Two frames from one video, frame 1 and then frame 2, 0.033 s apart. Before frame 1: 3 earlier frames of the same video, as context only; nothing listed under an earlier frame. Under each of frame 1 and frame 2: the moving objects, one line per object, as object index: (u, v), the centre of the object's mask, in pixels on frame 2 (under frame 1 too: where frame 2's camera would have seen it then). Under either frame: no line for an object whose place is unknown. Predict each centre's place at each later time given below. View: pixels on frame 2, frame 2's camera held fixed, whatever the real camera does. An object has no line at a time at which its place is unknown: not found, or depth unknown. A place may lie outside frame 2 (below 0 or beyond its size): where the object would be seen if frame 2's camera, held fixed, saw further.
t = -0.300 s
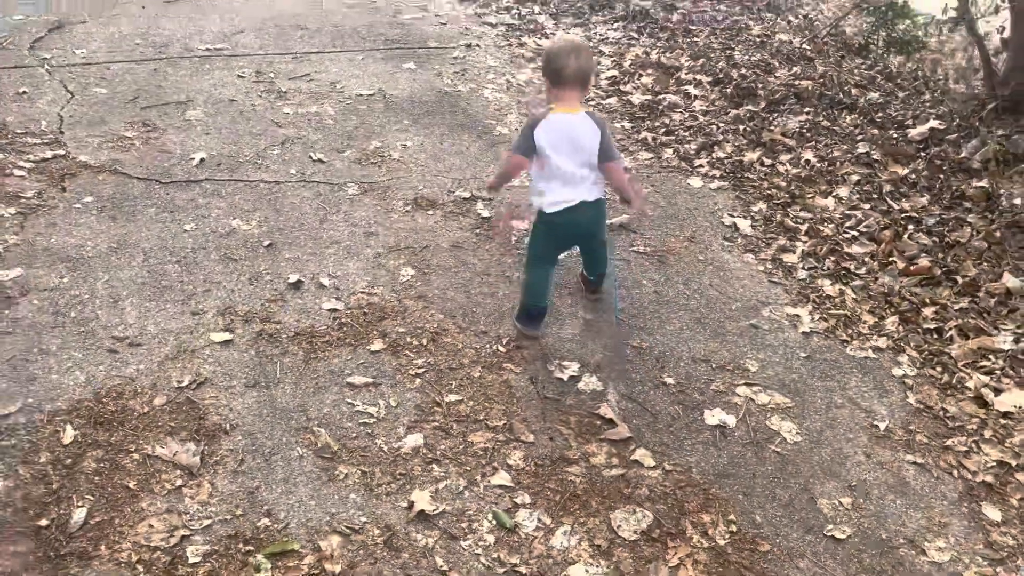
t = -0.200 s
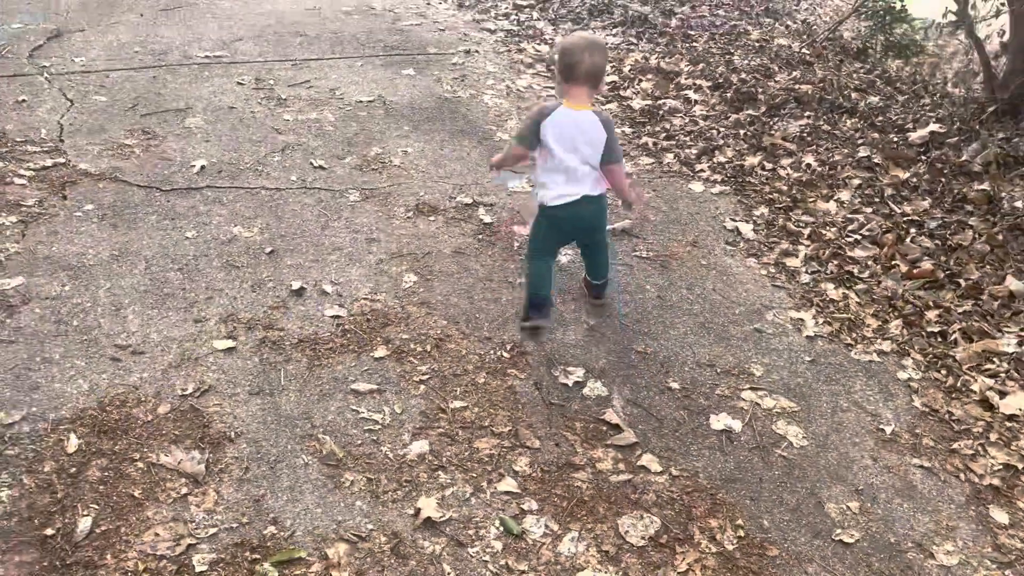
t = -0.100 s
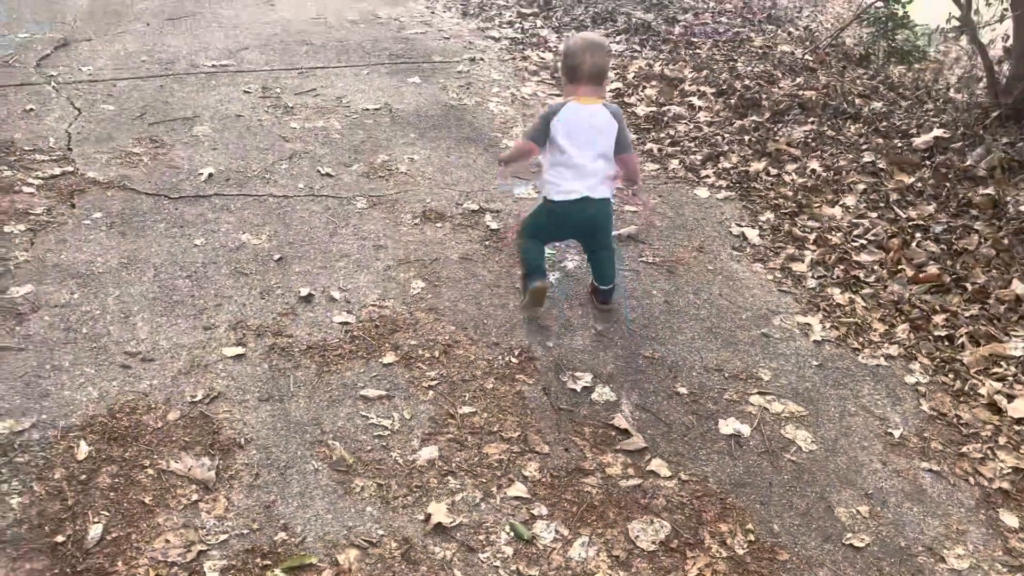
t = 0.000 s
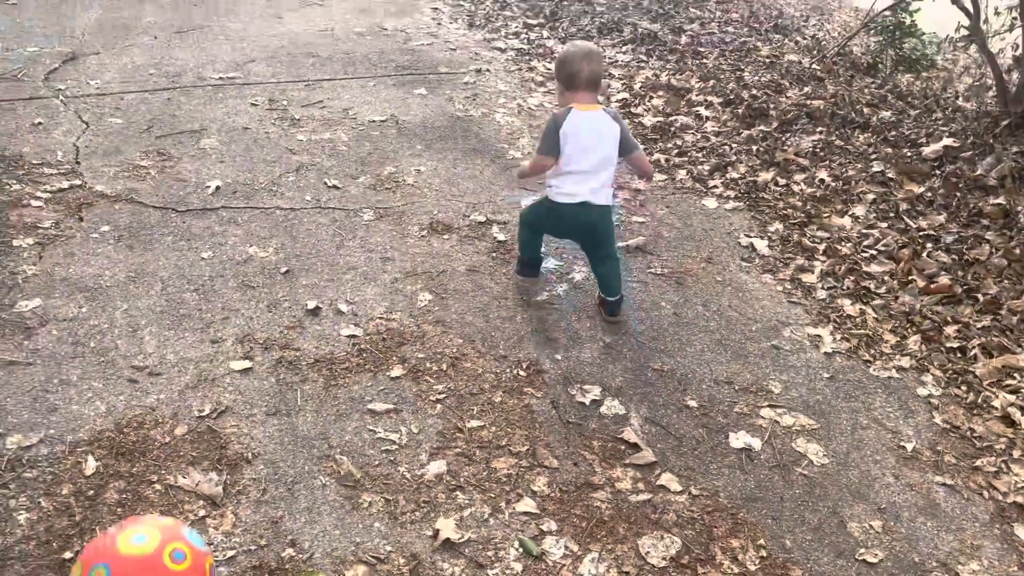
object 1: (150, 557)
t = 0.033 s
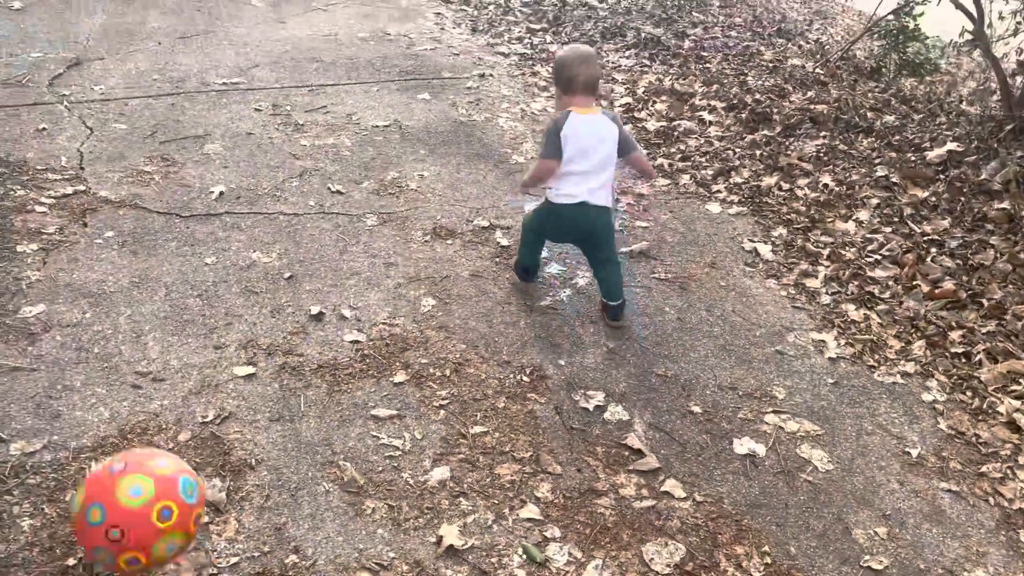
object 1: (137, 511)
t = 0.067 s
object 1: (132, 447)
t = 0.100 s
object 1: (129, 401)
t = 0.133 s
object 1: (124, 356)
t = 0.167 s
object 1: (118, 309)
